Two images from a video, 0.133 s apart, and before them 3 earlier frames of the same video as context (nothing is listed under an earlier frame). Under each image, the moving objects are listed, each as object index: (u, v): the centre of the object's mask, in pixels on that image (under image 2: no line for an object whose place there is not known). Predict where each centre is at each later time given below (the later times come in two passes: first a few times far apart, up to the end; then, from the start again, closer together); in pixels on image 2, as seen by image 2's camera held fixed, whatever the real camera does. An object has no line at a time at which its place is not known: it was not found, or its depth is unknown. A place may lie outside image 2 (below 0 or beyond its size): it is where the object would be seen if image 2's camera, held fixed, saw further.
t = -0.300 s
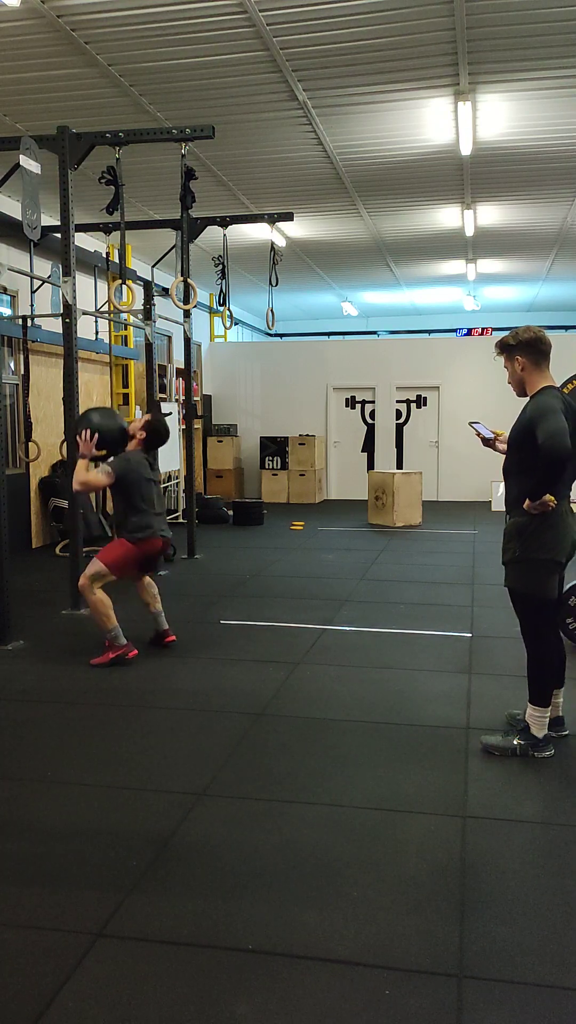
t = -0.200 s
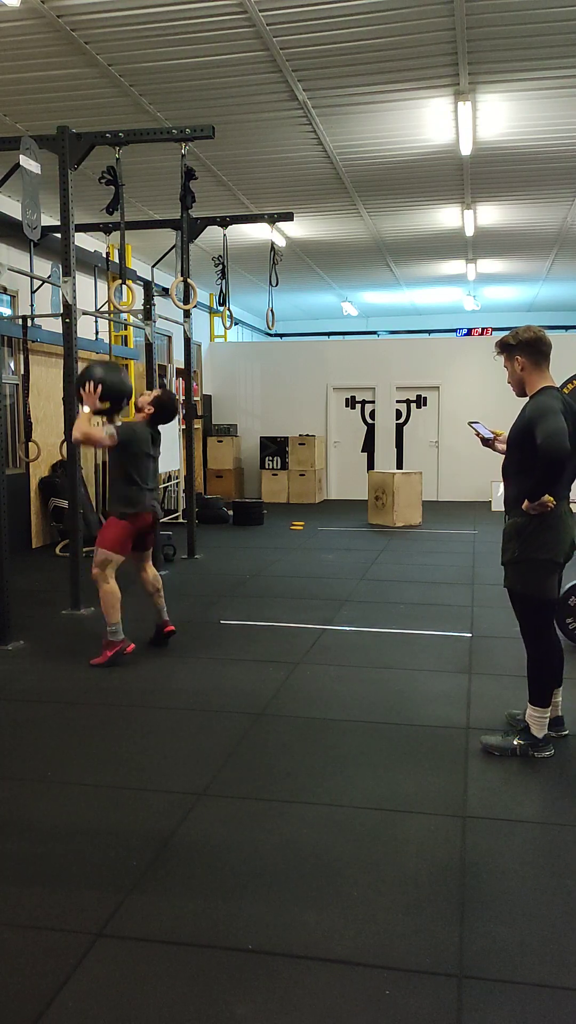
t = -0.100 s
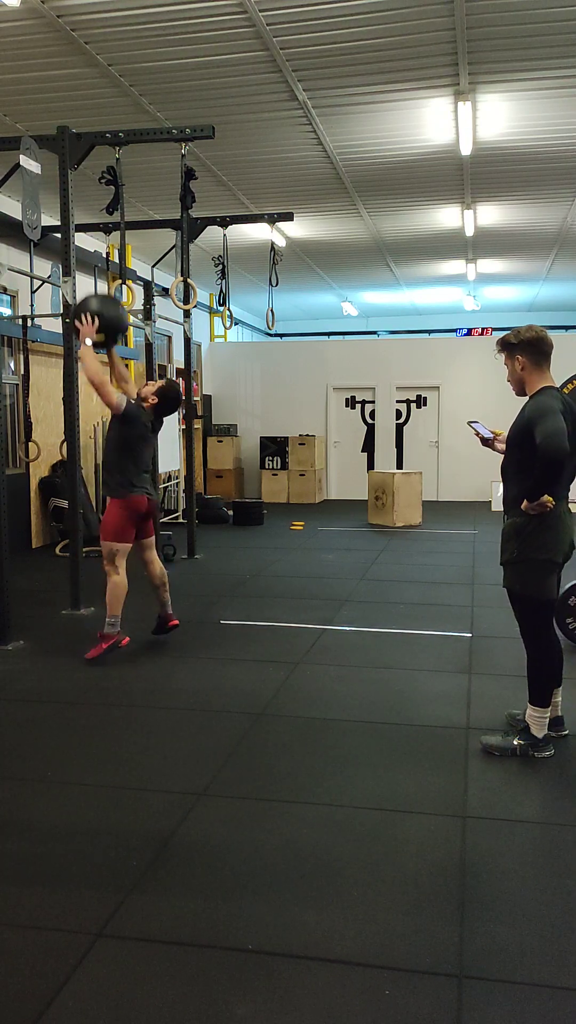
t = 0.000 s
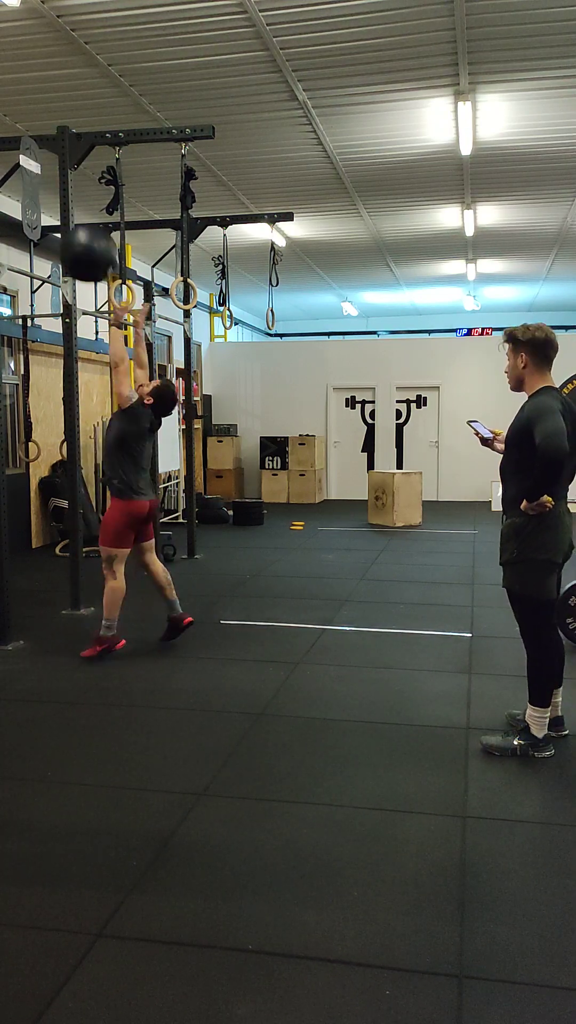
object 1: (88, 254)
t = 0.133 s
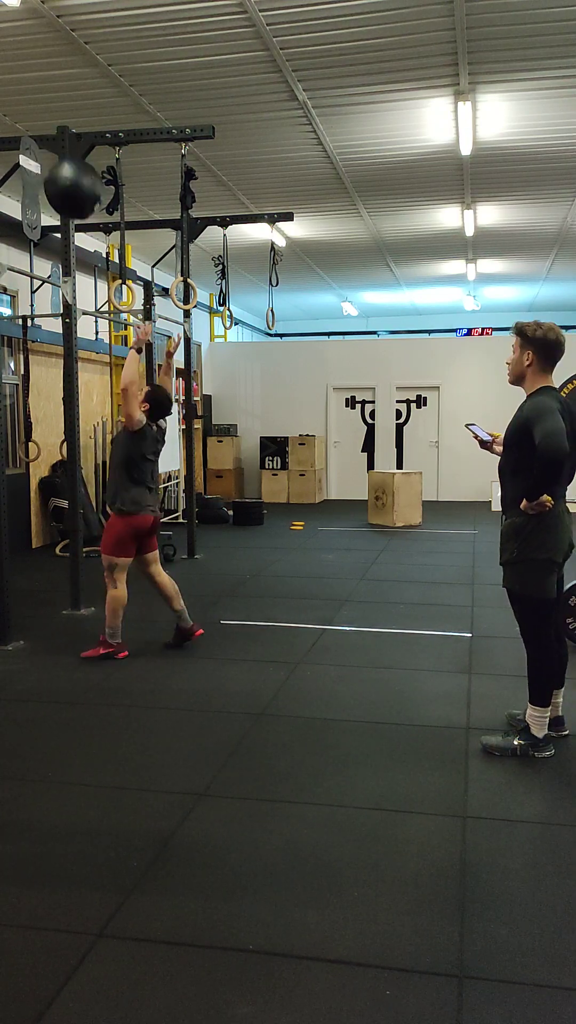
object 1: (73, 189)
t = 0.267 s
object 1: (60, 153)
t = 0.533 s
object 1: (57, 167)
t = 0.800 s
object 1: (78, 293)
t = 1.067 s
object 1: (101, 534)
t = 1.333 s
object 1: (118, 593)
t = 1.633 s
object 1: (134, 609)
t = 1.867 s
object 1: (142, 624)
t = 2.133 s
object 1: (146, 633)
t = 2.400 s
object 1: (147, 635)
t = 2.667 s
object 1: (147, 635)
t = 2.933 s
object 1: (147, 635)
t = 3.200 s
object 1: (147, 635)
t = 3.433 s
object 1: (147, 635)
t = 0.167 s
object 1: (70, 177)
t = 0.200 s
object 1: (67, 167)
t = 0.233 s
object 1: (63, 159)
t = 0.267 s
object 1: (60, 153)
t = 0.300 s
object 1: (56, 149)
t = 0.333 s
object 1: (53, 147)
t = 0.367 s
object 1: (51, 147)
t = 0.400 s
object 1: (50, 148)
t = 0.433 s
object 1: (51, 150)
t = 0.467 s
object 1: (53, 154)
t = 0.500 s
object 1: (56, 158)
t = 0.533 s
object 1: (57, 167)
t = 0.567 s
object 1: (60, 178)
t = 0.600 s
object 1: (63, 189)
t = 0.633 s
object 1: (65, 200)
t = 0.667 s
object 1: (68, 216)
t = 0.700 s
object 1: (70, 233)
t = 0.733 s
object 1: (71, 251)
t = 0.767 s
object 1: (75, 272)
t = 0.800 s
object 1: (78, 293)
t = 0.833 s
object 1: (80, 318)
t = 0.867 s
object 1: (83, 344)
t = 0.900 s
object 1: (86, 370)
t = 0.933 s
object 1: (88, 400)
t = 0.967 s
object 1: (91, 432)
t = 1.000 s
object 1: (94, 463)
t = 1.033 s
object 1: (97, 497)
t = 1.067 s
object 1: (101, 534)
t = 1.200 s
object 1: (110, 629)
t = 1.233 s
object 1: (112, 618)
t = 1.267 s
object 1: (114, 607)
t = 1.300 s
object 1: (116, 599)
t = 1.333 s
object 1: (118, 593)
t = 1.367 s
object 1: (119, 587)
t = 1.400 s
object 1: (121, 584)
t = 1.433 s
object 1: (123, 581)
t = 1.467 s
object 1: (123, 581)
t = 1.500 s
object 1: (126, 583)
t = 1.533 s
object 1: (128, 587)
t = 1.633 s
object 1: (134, 609)
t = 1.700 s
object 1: (137, 632)
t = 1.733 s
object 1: (139, 638)
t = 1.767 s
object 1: (140, 635)
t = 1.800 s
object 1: (141, 628)
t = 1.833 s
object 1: (141, 625)
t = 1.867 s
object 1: (142, 624)
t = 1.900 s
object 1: (142, 624)
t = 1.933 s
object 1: (143, 626)
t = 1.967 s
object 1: (144, 630)
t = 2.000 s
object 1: (145, 636)
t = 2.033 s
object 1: (145, 636)
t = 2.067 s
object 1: (145, 634)
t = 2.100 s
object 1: (146, 633)
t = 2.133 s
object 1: (146, 633)
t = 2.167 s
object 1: (146, 635)
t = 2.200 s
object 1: (146, 635)
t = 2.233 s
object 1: (146, 635)
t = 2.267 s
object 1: (146, 635)
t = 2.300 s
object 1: (147, 635)
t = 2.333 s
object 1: (146, 635)
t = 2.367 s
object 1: (147, 635)
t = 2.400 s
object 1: (147, 635)
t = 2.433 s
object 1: (147, 635)
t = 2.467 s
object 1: (147, 635)
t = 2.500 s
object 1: (147, 635)
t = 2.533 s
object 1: (147, 635)
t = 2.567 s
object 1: (147, 635)
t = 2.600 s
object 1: (147, 635)
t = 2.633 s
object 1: (147, 635)
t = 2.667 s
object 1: (147, 635)
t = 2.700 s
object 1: (147, 635)
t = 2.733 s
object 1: (147, 635)
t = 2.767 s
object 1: (147, 635)
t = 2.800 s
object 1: (147, 635)
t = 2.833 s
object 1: (147, 635)
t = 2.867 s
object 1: (147, 635)
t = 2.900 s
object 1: (147, 635)
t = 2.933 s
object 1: (147, 635)
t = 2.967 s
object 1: (147, 635)
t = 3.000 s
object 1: (147, 635)
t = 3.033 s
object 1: (147, 635)
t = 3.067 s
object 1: (147, 635)
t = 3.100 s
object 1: (147, 635)
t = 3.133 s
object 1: (147, 635)
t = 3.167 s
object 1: (147, 635)
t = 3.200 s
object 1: (147, 635)
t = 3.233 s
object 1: (147, 635)
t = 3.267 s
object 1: (147, 635)
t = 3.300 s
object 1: (147, 635)
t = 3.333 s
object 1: (147, 635)
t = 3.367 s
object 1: (147, 635)
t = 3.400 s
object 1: (147, 635)
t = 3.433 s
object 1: (147, 635)
